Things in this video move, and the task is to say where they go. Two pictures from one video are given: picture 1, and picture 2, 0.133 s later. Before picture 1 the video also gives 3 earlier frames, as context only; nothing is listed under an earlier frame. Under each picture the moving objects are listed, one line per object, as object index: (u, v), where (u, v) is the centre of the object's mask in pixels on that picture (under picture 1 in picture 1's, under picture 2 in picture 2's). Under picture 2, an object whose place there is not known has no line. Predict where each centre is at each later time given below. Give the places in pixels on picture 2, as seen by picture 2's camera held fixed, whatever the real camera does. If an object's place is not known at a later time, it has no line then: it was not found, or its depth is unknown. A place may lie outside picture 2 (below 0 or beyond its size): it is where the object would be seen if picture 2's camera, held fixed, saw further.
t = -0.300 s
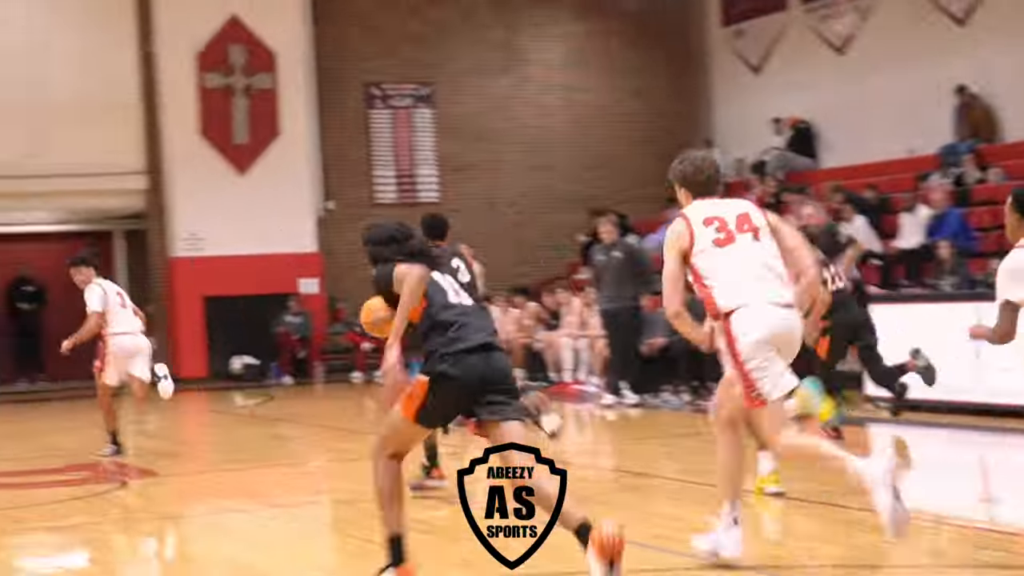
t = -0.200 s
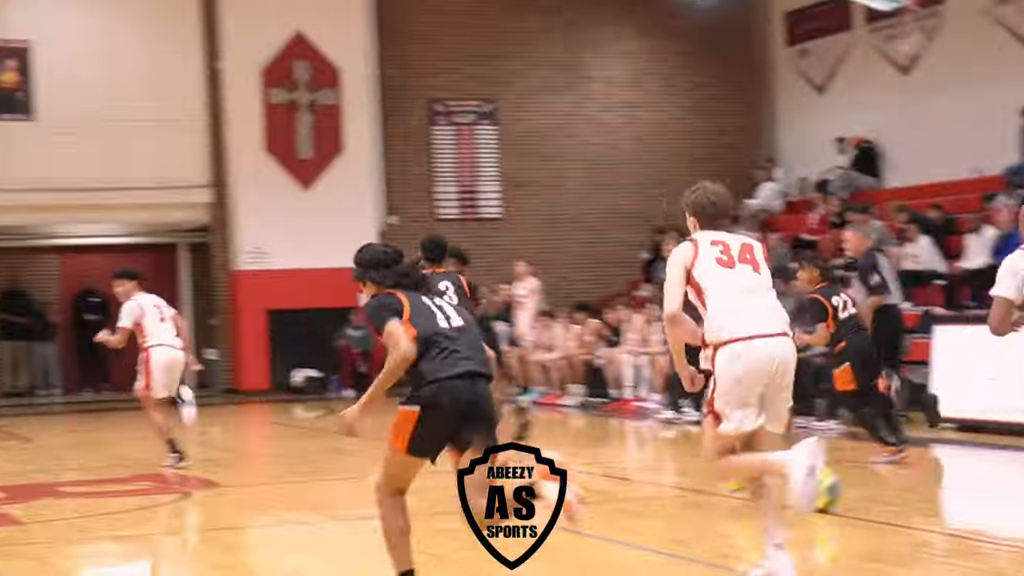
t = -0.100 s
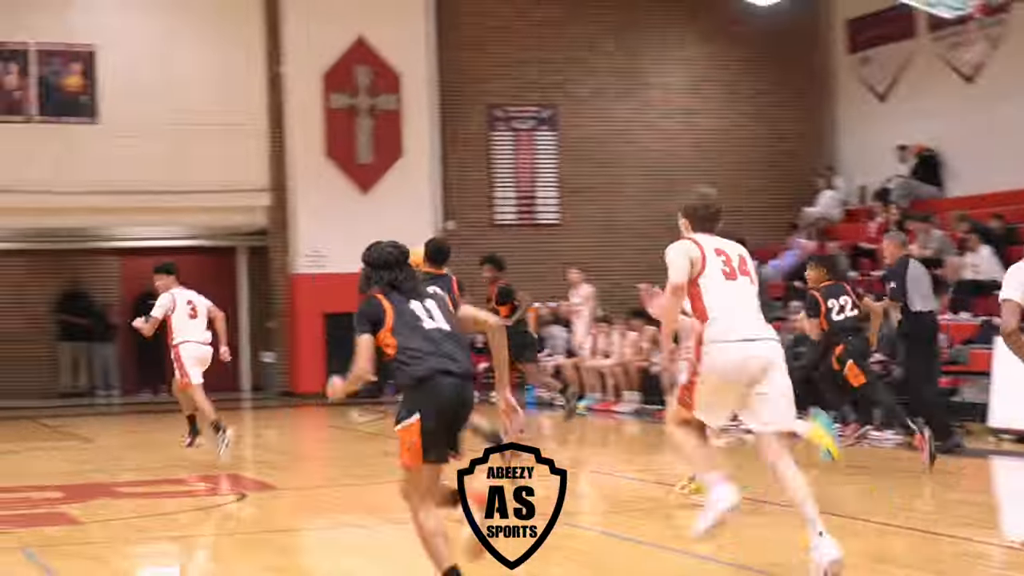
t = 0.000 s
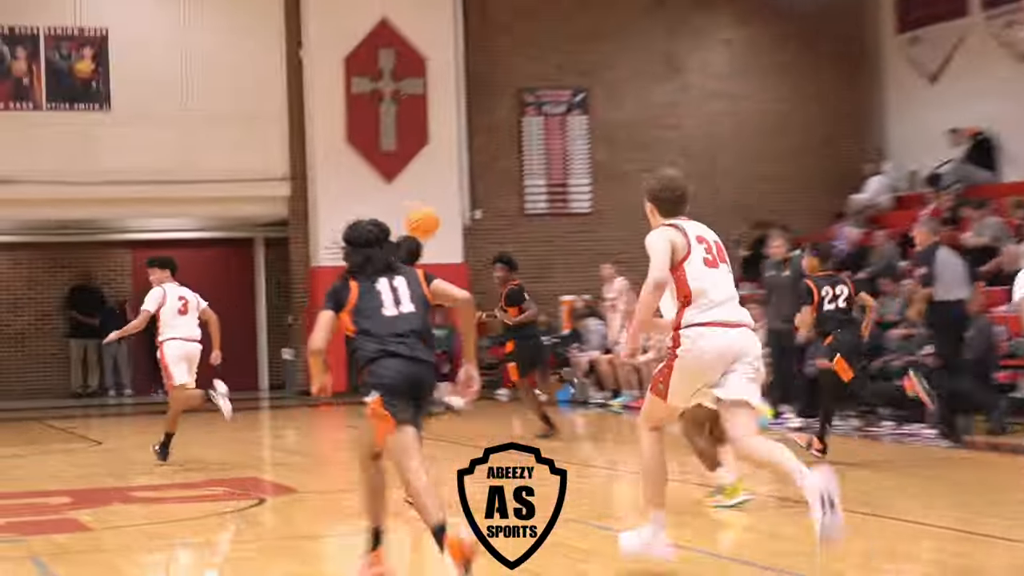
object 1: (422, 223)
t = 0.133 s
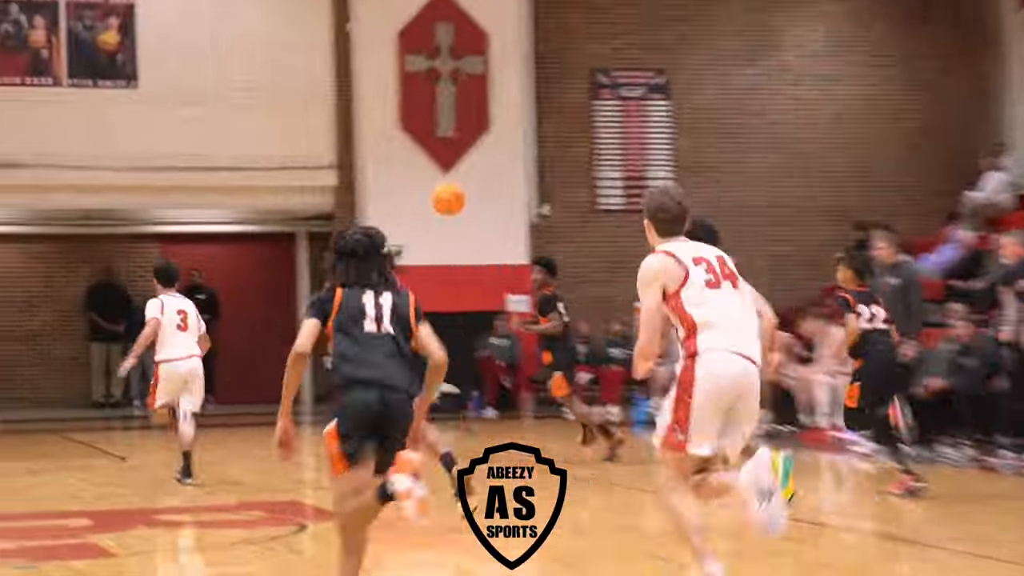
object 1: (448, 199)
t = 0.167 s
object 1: (440, 198)
